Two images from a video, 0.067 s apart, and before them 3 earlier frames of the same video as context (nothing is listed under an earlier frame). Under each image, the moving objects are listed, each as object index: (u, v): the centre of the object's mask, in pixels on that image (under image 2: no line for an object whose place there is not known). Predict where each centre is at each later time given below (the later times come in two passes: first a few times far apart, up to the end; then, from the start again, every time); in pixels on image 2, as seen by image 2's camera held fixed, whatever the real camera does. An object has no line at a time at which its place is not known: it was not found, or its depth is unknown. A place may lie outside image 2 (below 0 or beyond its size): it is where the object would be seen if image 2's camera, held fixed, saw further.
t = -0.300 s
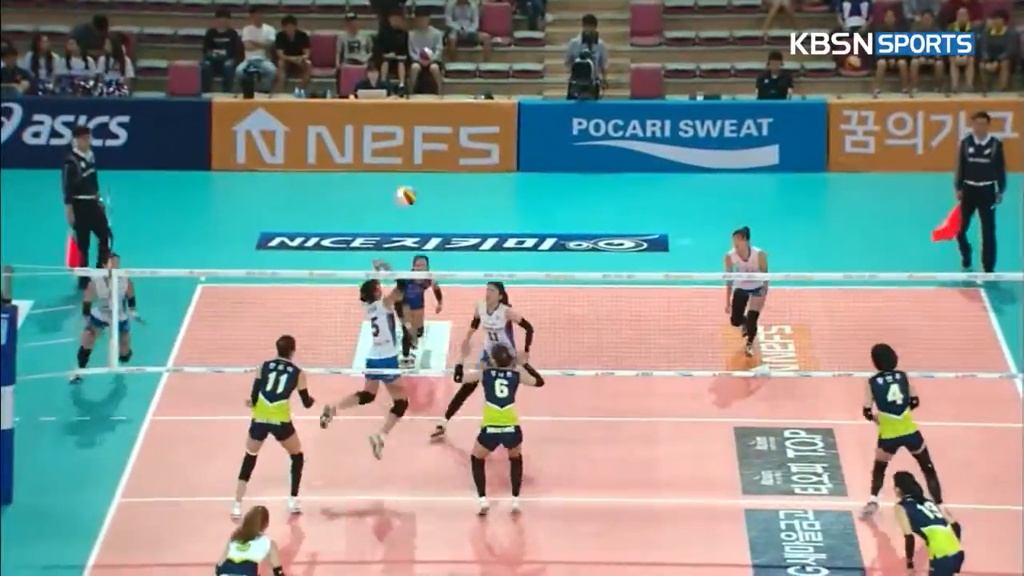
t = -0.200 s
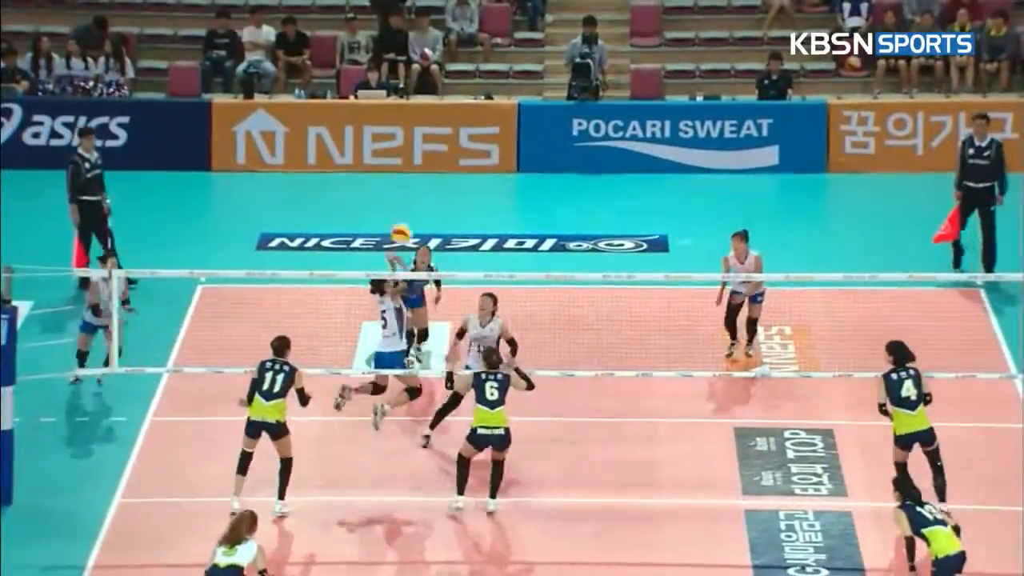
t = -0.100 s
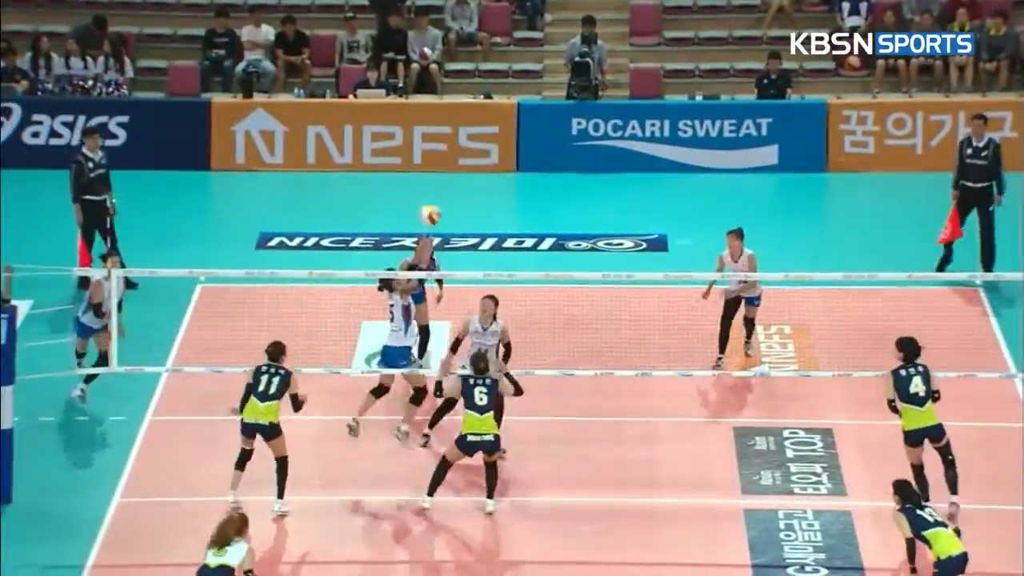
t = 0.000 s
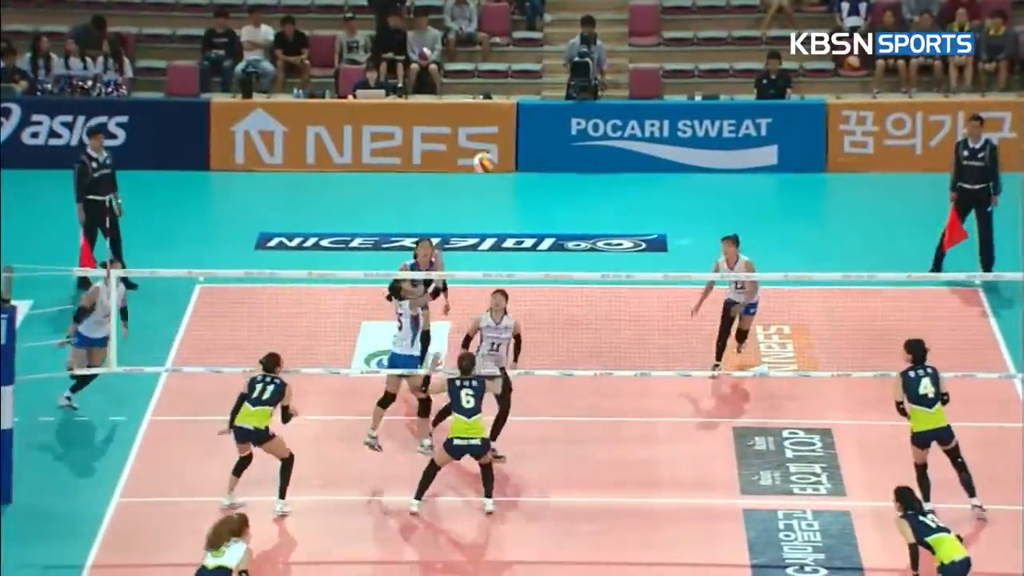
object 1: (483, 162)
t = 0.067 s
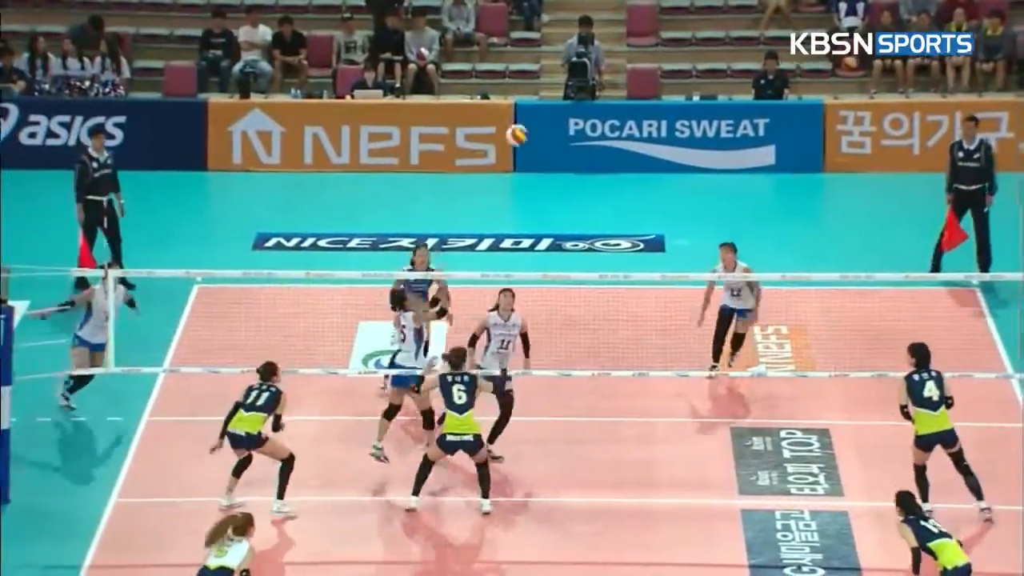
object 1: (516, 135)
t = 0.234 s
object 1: (603, 86)
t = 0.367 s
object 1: (672, 68)
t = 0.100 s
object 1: (534, 123)
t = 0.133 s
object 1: (551, 112)
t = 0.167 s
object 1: (569, 102)
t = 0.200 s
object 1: (587, 94)
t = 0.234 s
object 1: (603, 86)
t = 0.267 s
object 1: (621, 80)
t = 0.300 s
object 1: (638, 74)
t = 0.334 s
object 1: (655, 71)
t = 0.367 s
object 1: (672, 68)
